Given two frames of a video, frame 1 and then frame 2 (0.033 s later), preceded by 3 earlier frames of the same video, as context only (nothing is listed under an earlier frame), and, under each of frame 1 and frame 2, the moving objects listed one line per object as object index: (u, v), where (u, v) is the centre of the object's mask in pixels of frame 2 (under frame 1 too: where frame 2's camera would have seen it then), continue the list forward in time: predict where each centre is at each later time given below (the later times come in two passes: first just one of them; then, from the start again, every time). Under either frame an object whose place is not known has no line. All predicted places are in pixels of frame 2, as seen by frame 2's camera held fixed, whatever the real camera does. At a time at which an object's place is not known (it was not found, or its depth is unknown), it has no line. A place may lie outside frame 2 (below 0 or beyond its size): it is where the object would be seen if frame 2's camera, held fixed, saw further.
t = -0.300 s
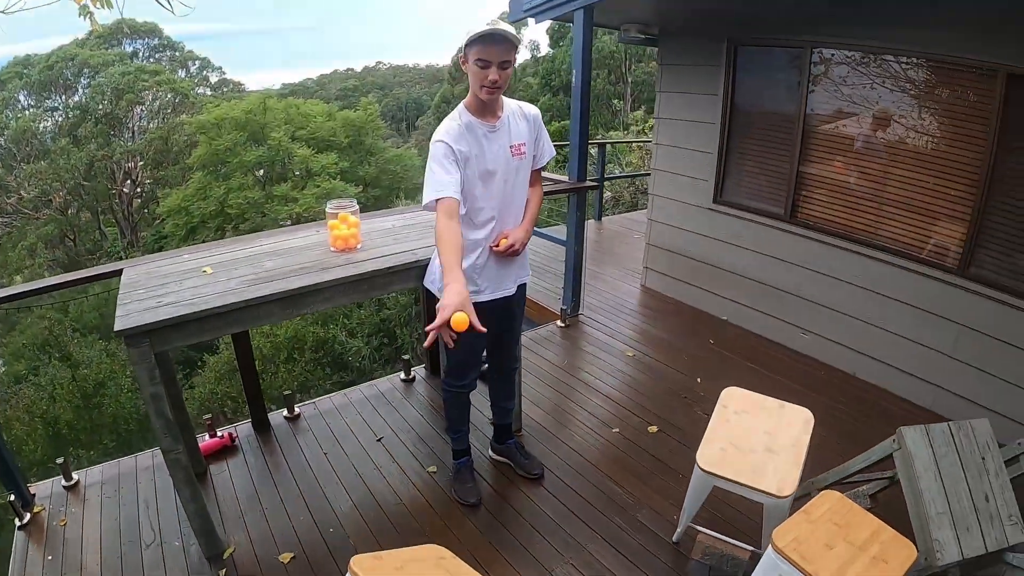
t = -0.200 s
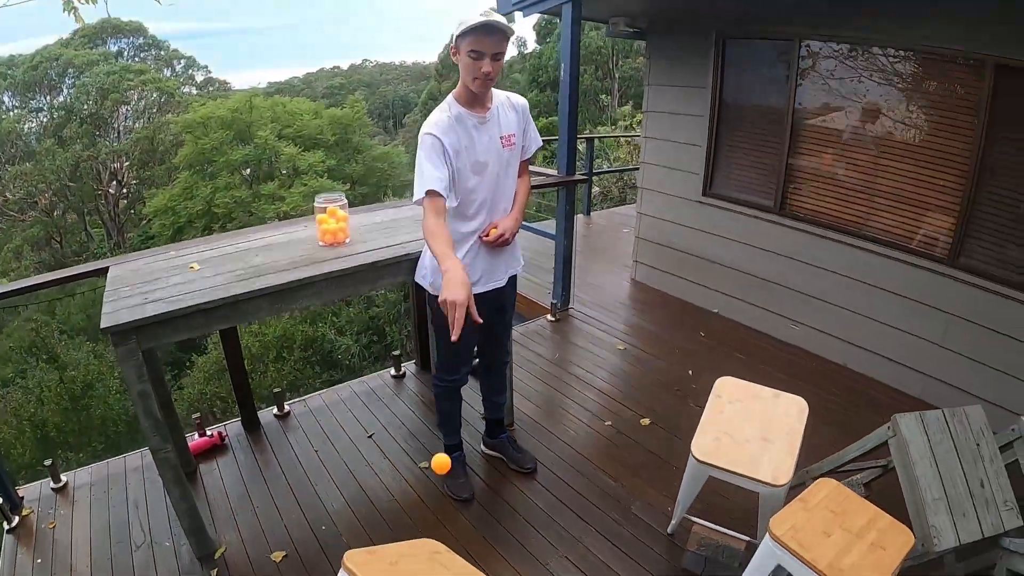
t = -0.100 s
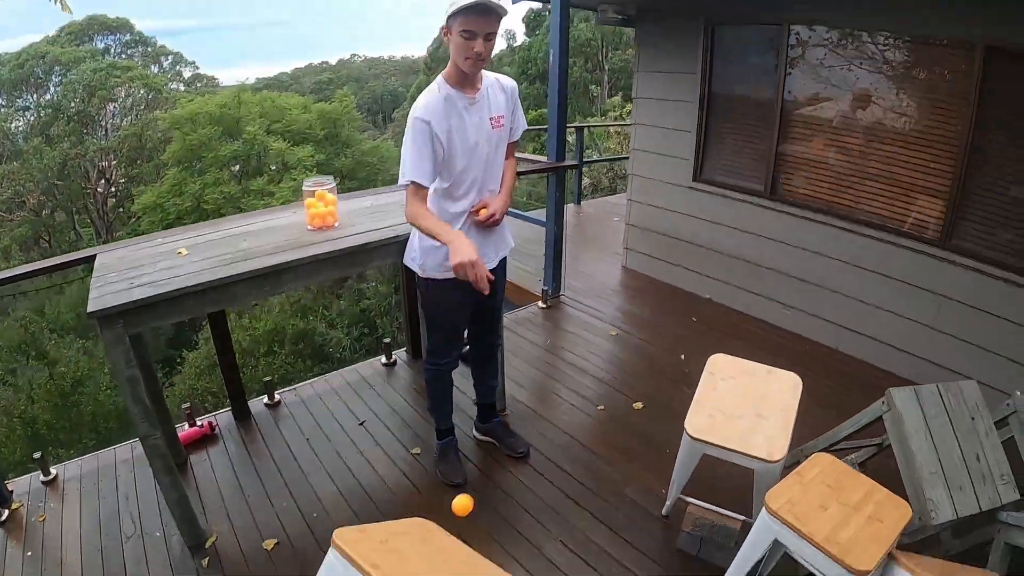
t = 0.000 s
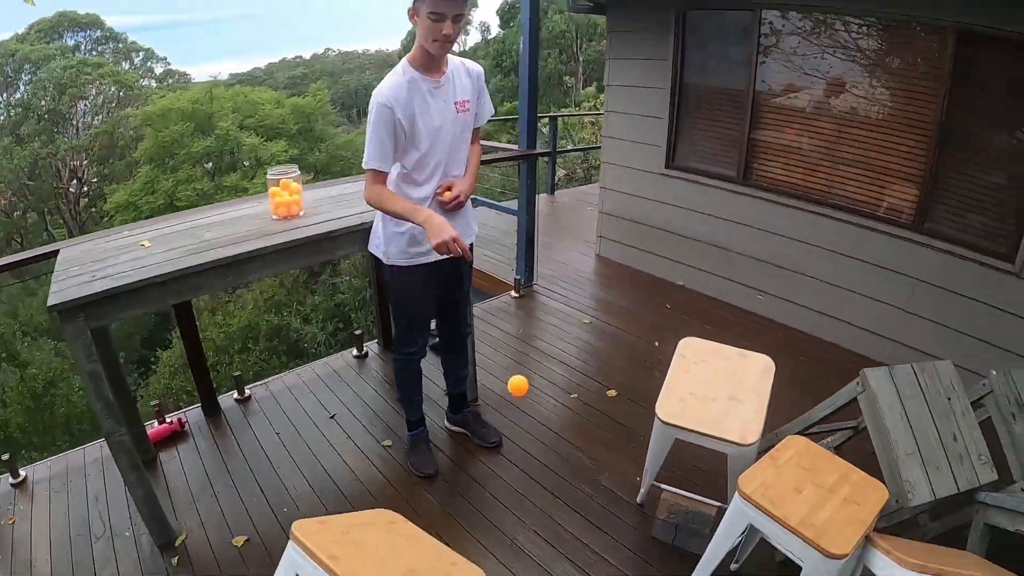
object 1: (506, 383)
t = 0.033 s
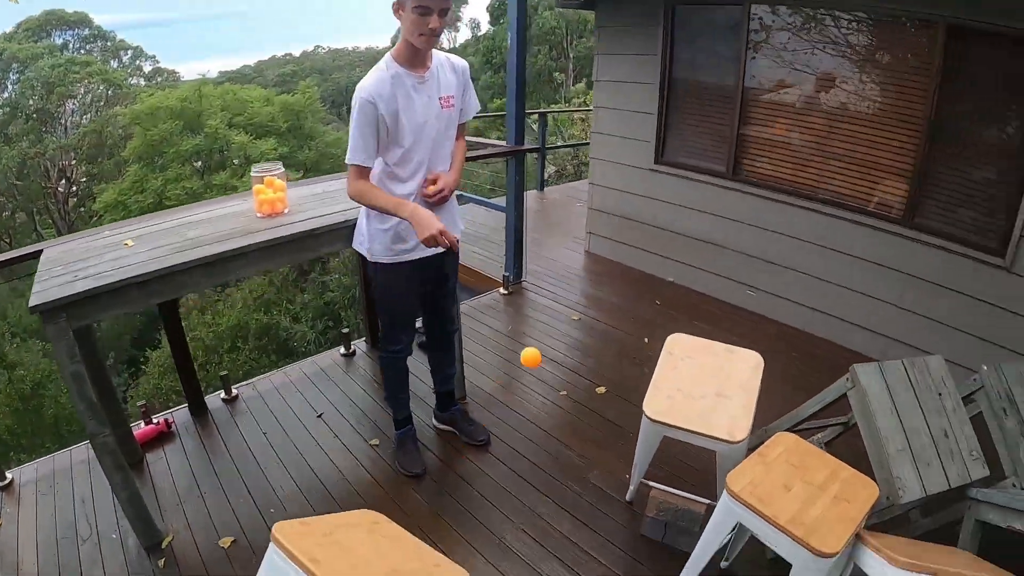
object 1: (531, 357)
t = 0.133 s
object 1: (593, 313)
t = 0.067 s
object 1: (553, 338)
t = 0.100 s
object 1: (574, 323)
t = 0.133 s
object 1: (593, 313)
